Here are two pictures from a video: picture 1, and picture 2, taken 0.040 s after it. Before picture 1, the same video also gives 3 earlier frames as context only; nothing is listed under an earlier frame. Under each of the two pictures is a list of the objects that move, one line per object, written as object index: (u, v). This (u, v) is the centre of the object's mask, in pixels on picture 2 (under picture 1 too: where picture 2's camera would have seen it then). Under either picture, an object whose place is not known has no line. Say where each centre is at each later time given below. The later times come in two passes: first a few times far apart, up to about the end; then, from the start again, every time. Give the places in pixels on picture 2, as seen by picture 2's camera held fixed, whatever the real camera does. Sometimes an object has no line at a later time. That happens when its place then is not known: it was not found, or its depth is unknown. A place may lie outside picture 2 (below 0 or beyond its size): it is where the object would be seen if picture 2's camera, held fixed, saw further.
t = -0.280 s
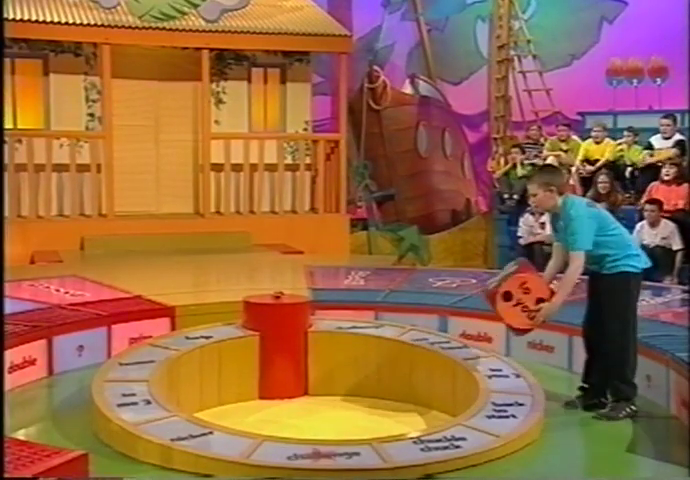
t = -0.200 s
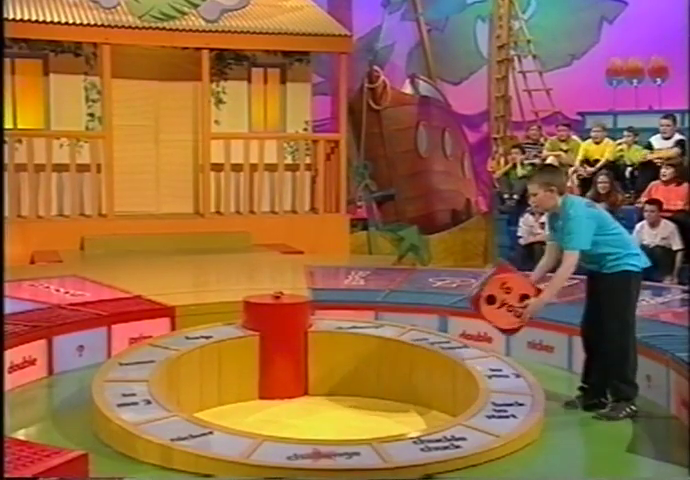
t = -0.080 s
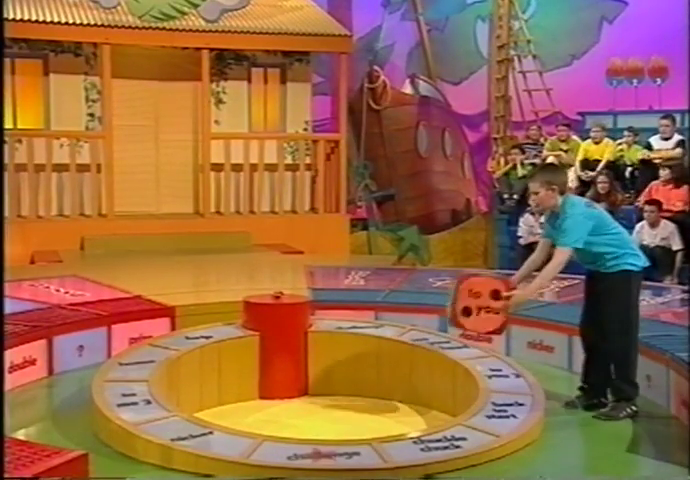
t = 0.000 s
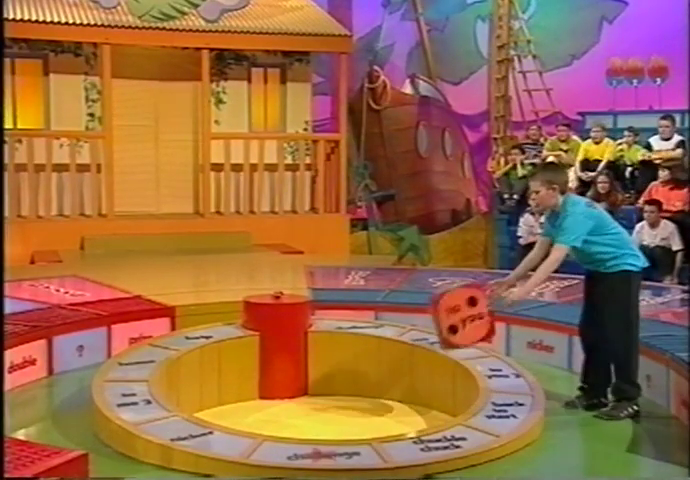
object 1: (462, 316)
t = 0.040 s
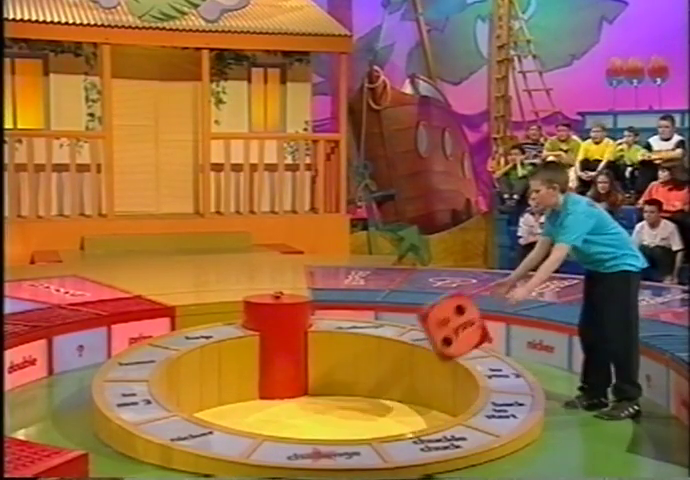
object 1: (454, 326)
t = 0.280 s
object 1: (398, 400)
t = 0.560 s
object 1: (323, 405)
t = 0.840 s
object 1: (257, 405)
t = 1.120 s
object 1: (253, 411)
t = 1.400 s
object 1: (275, 410)
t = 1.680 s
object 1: (268, 411)
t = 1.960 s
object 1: (257, 412)
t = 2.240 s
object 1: (259, 413)
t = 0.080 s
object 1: (445, 338)
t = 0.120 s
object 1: (436, 354)
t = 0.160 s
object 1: (427, 373)
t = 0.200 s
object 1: (419, 393)
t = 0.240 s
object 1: (408, 403)
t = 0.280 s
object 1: (398, 400)
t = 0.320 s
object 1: (389, 395)
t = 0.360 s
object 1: (379, 391)
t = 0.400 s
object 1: (368, 390)
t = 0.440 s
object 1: (358, 392)
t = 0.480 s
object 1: (346, 397)
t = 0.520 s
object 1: (335, 404)
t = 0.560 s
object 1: (323, 405)
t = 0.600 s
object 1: (312, 407)
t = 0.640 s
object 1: (300, 409)
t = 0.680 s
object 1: (289, 408)
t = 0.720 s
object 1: (280, 404)
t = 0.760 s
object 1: (272, 402)
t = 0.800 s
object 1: (264, 402)
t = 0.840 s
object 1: (257, 405)
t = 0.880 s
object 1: (249, 409)
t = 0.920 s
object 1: (243, 411)
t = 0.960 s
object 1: (240, 409)
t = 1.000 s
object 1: (243, 409)
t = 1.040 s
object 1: (246, 410)
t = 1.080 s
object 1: (250, 410)
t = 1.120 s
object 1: (253, 411)
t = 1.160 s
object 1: (258, 412)
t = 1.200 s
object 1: (263, 413)
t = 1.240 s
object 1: (267, 411)
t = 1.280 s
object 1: (270, 411)
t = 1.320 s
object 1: (272, 410)
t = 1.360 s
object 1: (274, 410)
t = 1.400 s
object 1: (275, 410)
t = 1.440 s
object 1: (275, 410)
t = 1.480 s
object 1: (276, 410)
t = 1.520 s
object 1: (275, 410)
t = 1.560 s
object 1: (274, 410)
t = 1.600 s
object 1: (272, 411)
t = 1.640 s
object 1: (270, 411)
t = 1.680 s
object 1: (268, 411)
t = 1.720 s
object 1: (265, 412)
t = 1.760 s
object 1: (261, 413)
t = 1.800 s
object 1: (258, 412)
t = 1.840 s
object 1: (257, 412)
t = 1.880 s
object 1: (256, 411)
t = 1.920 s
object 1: (256, 412)
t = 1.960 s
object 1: (257, 412)
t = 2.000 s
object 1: (259, 413)
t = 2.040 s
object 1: (259, 412)
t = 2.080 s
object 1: (260, 412)
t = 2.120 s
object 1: (260, 412)
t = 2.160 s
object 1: (260, 412)
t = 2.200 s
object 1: (259, 413)
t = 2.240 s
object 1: (259, 413)
